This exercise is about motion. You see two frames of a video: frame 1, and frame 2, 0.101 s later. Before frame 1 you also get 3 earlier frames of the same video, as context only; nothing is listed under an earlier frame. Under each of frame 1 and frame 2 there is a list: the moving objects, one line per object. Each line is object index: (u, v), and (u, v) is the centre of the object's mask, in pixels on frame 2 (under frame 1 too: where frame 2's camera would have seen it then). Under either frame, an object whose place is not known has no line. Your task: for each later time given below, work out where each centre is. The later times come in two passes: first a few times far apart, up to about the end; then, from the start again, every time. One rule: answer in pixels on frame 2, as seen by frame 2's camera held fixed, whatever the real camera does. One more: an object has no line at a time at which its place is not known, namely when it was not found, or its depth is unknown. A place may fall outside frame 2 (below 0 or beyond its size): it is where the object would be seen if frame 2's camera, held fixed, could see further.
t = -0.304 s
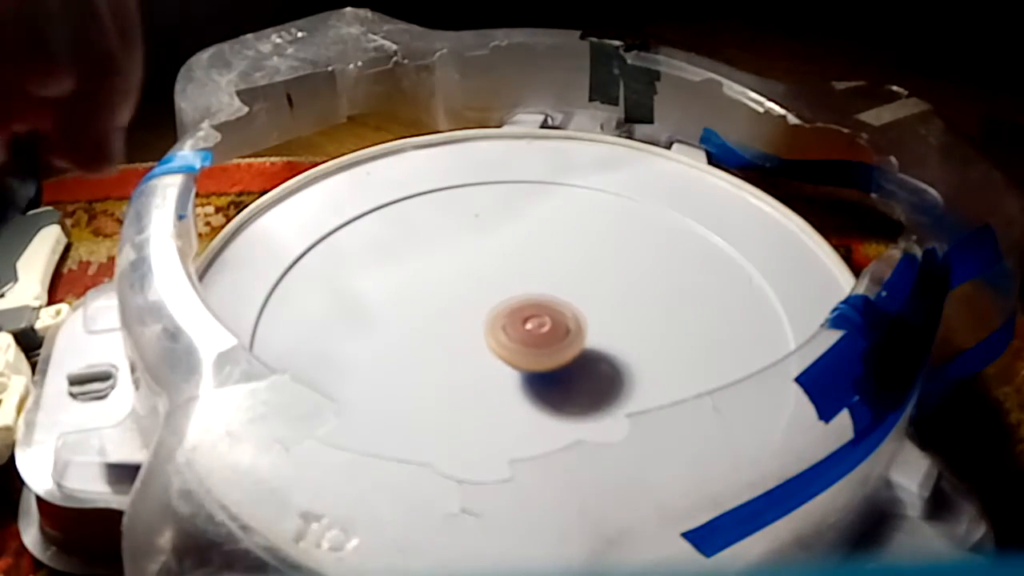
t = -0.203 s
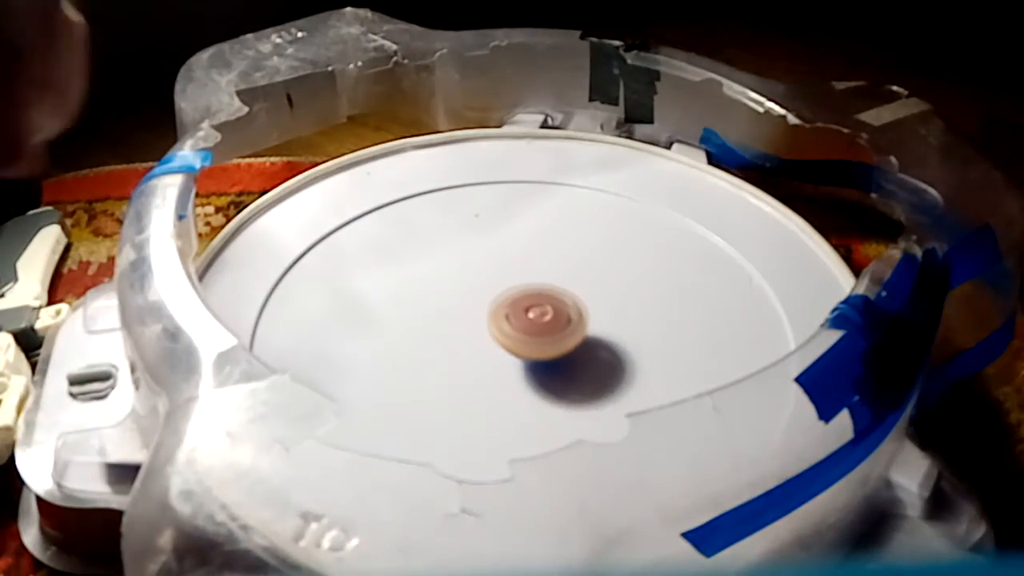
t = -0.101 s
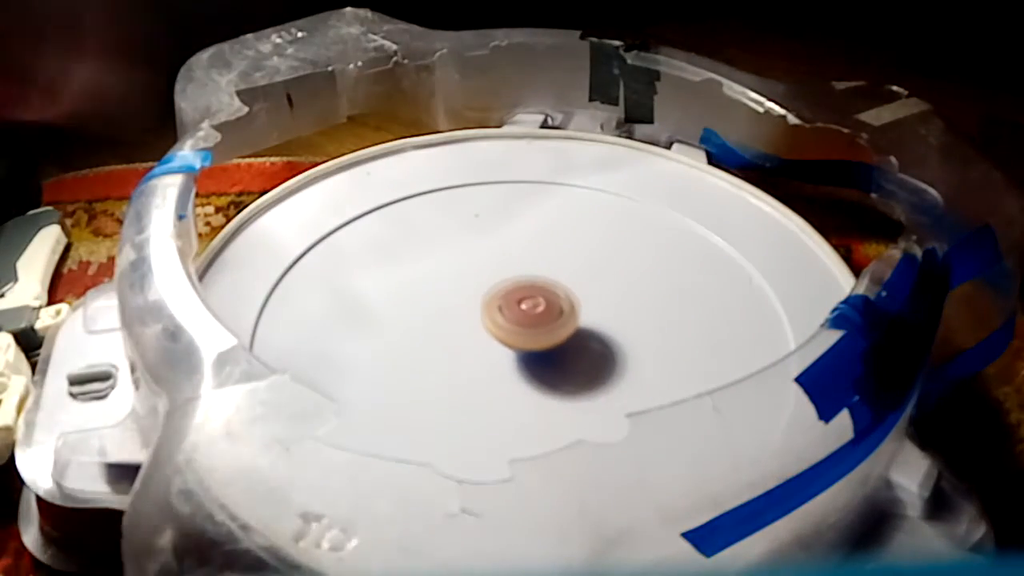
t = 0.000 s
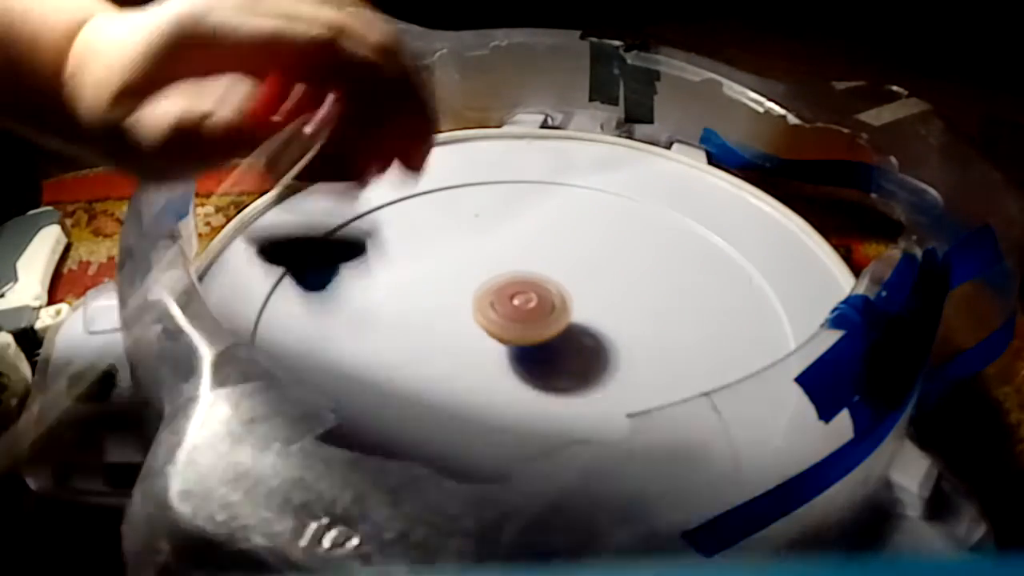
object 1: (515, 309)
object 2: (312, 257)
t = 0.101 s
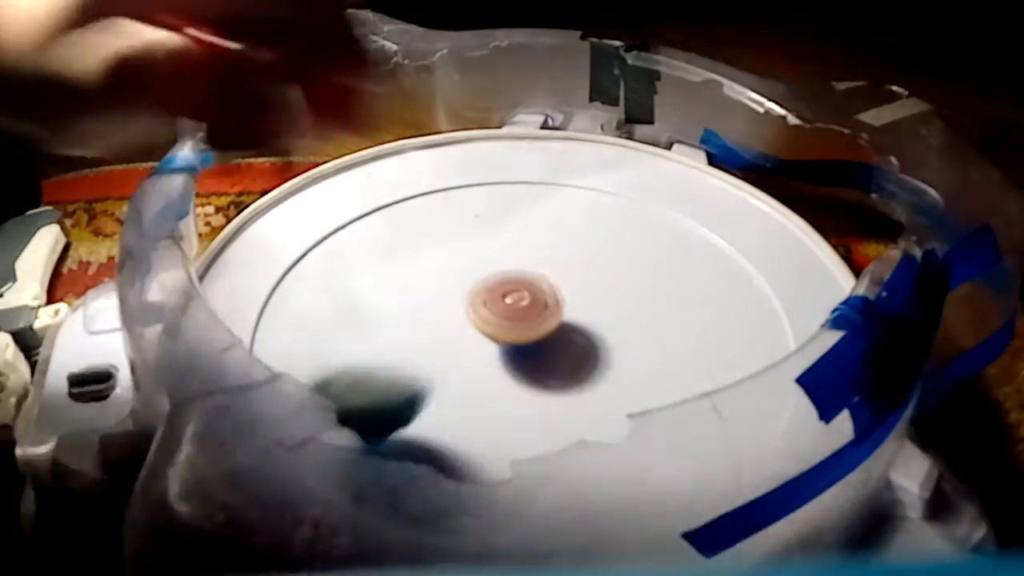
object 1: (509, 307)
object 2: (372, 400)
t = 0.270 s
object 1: (500, 300)
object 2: (465, 383)
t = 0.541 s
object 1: (502, 250)
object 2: (408, 343)
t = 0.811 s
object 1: (479, 275)
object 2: (358, 288)
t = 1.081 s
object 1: (526, 334)
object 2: (372, 310)
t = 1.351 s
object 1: (604, 346)
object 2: (397, 331)
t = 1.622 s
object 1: (597, 328)
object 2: (406, 292)
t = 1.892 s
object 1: (517, 320)
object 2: (417, 308)
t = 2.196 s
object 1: (548, 340)
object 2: (410, 310)
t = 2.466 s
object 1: (553, 346)
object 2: (478, 255)
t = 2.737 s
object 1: (530, 340)
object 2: (418, 287)
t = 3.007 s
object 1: (647, 379)
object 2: (460, 287)
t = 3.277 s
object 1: (675, 358)
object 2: (476, 280)
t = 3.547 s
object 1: (581, 353)
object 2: (531, 249)
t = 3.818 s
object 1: (477, 371)
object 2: (423, 296)
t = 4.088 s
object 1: (492, 439)
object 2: (445, 263)
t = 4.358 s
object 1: (513, 383)
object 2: (484, 272)
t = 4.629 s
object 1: (451, 369)
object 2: (580, 168)
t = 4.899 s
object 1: (458, 350)
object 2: (497, 220)
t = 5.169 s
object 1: (419, 409)
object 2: (634, 227)
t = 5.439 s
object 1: (448, 427)
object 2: (602, 205)
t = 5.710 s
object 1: (472, 392)
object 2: (597, 347)
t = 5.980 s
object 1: (438, 360)
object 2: (733, 341)
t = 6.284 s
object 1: (428, 283)
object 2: (617, 366)
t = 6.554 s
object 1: (415, 237)
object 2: (707, 404)
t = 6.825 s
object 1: (480, 286)
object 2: (555, 364)
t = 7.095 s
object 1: (508, 289)
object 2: (424, 436)
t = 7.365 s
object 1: (484, 330)
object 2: (462, 410)
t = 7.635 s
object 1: (496, 270)
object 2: (413, 361)
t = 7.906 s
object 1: (513, 285)
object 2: (412, 291)
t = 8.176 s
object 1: (506, 332)
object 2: (444, 253)
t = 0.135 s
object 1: (506, 307)
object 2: (389, 391)
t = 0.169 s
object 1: (502, 307)
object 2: (412, 397)
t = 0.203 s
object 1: (499, 308)
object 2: (436, 391)
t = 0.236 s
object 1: (494, 309)
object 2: (460, 383)
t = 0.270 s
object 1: (500, 300)
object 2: (465, 383)
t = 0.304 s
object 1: (509, 288)
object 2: (463, 385)
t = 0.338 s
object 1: (517, 279)
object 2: (461, 383)
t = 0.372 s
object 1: (519, 272)
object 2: (456, 381)
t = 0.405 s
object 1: (518, 265)
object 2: (449, 376)
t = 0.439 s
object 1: (516, 261)
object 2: (440, 370)
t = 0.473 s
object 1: (512, 256)
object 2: (430, 362)
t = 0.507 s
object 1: (507, 252)
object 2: (420, 354)
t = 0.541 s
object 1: (502, 250)
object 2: (408, 343)
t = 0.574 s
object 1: (497, 249)
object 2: (398, 334)
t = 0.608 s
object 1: (492, 250)
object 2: (388, 324)
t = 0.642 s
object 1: (488, 251)
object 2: (379, 315)
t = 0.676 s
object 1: (484, 254)
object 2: (372, 306)
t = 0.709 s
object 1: (481, 257)
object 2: (367, 299)
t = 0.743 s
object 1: (479, 263)
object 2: (363, 294)
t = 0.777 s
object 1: (479, 269)
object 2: (360, 290)
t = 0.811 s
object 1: (479, 275)
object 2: (358, 288)
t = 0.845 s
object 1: (480, 283)
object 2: (356, 287)
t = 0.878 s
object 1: (483, 290)
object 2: (356, 287)
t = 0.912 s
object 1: (487, 298)
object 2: (357, 288)
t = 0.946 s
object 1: (493, 306)
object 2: (359, 292)
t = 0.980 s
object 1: (497, 314)
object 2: (362, 296)
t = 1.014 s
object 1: (507, 322)
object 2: (365, 300)
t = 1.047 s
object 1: (516, 328)
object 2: (368, 306)
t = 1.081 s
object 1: (526, 334)
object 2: (372, 310)
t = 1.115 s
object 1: (535, 339)
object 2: (376, 316)
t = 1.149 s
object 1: (545, 343)
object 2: (380, 321)
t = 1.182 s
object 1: (555, 346)
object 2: (383, 324)
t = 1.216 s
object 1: (566, 349)
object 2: (386, 328)
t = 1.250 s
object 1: (578, 351)
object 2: (390, 331)
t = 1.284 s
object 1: (586, 348)
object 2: (393, 332)
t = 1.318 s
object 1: (597, 348)
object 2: (394, 332)
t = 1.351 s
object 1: (604, 346)
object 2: (397, 331)
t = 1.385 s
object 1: (609, 344)
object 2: (399, 329)
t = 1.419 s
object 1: (612, 343)
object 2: (401, 326)
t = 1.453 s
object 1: (613, 341)
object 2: (404, 321)
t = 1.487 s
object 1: (611, 337)
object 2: (406, 316)
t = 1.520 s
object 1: (610, 335)
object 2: (408, 310)
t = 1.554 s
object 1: (610, 335)
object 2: (408, 303)
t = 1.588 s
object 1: (606, 332)
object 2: (407, 296)
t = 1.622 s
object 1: (597, 328)
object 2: (406, 292)
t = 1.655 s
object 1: (590, 325)
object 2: (402, 287)
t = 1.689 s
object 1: (581, 322)
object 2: (399, 285)
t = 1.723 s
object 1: (572, 321)
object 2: (395, 286)
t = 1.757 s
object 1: (562, 321)
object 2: (391, 288)
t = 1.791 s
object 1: (550, 320)
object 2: (390, 294)
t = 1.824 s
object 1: (539, 319)
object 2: (394, 299)
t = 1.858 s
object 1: (528, 320)
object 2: (403, 304)
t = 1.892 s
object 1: (517, 320)
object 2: (417, 308)
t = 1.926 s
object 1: (527, 326)
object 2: (413, 302)
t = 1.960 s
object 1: (540, 331)
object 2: (405, 296)
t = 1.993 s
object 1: (546, 334)
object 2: (398, 290)
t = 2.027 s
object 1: (548, 337)
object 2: (393, 288)
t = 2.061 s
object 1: (549, 338)
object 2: (389, 289)
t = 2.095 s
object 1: (549, 339)
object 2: (389, 294)
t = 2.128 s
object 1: (548, 340)
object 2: (390, 299)
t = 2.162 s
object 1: (548, 340)
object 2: (398, 305)
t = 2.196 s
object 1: (548, 340)
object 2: (410, 310)
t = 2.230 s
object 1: (547, 340)
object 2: (424, 312)
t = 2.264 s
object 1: (547, 343)
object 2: (442, 312)
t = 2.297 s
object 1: (548, 344)
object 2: (458, 308)
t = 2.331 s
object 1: (548, 345)
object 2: (468, 299)
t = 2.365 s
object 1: (550, 346)
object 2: (474, 288)
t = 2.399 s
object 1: (551, 347)
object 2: (478, 277)
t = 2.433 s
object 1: (552, 346)
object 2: (480, 265)
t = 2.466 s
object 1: (553, 346)
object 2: (478, 255)
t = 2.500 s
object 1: (552, 346)
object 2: (474, 247)
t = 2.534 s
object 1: (551, 346)
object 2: (465, 240)
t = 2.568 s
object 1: (549, 346)
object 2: (454, 237)
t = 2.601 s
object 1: (547, 345)
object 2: (439, 238)
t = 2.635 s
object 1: (544, 344)
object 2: (425, 244)
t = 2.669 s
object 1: (540, 343)
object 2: (415, 255)
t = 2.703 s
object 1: (539, 344)
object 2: (412, 270)
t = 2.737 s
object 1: (530, 340)
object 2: (418, 287)
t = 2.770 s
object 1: (525, 338)
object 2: (432, 303)
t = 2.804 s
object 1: (542, 348)
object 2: (438, 306)
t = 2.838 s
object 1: (569, 362)
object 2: (437, 300)
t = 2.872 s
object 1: (600, 379)
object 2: (441, 297)
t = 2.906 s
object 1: (614, 386)
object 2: (446, 296)
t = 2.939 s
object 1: (626, 386)
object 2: (450, 294)
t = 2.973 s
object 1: (634, 383)
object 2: (456, 290)
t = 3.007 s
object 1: (647, 379)
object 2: (460, 287)
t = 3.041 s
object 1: (658, 376)
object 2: (463, 283)
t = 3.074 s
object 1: (665, 374)
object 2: (465, 280)
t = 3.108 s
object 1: (671, 372)
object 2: (467, 277)
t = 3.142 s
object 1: (676, 370)
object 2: (469, 276)
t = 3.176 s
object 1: (680, 367)
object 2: (470, 277)
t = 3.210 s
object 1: (680, 364)
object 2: (470, 279)
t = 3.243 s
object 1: (680, 362)
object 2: (471, 280)
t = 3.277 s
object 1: (675, 358)
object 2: (476, 280)
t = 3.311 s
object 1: (669, 354)
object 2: (487, 281)
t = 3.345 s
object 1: (660, 349)
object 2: (500, 285)
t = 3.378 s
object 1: (650, 345)
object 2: (511, 288)
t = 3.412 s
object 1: (634, 340)
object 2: (521, 288)
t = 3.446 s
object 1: (618, 336)
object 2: (532, 287)
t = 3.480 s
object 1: (602, 333)
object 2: (540, 283)
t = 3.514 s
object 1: (592, 341)
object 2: (539, 268)
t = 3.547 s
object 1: (581, 353)
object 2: (531, 249)
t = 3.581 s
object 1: (566, 359)
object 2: (518, 234)
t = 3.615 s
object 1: (550, 364)
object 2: (499, 224)
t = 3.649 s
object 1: (537, 366)
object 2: (479, 221)
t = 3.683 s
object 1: (525, 369)
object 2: (456, 224)
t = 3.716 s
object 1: (514, 371)
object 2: (436, 234)
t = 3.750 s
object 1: (502, 372)
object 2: (423, 254)
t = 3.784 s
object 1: (490, 372)
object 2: (418, 274)
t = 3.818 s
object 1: (477, 371)
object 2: (423, 296)
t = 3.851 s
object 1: (481, 382)
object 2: (432, 308)
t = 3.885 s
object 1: (481, 406)
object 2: (439, 300)
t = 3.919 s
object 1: (480, 428)
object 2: (446, 290)
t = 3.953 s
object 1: (479, 438)
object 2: (449, 281)
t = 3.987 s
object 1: (480, 441)
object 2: (451, 274)
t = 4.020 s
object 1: (483, 442)
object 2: (451, 269)
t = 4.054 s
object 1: (487, 441)
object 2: (448, 265)
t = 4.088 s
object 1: (492, 439)
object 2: (445, 263)
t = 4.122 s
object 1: (495, 435)
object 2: (443, 264)
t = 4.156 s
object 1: (500, 431)
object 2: (441, 266)
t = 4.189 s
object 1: (503, 425)
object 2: (441, 269)
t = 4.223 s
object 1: (506, 419)
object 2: (442, 271)
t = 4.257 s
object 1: (511, 414)
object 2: (447, 272)
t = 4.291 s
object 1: (513, 405)
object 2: (455, 272)
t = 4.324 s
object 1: (513, 395)
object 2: (467, 272)
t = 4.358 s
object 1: (513, 383)
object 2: (484, 272)
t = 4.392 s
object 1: (512, 371)
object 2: (502, 272)
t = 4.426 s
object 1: (508, 359)
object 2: (516, 274)
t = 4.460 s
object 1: (510, 349)
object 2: (528, 276)
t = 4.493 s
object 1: (504, 348)
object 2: (540, 269)
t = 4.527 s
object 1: (484, 359)
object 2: (559, 241)
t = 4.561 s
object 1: (467, 367)
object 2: (573, 214)
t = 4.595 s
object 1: (456, 369)
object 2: (581, 191)
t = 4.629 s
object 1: (451, 369)
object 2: (580, 168)
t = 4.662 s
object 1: (450, 368)
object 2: (570, 164)
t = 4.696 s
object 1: (449, 367)
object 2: (558, 171)
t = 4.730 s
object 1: (449, 366)
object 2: (545, 177)
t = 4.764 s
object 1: (450, 363)
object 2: (533, 182)
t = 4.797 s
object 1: (451, 360)
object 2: (521, 188)
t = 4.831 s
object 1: (453, 357)
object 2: (511, 196)
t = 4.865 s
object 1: (455, 354)
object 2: (503, 206)
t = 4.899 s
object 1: (458, 350)
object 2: (497, 220)
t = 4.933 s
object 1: (462, 347)
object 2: (495, 235)
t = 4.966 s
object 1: (464, 342)
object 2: (498, 252)
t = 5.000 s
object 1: (467, 338)
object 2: (507, 268)
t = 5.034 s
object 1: (456, 356)
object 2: (533, 265)
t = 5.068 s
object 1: (440, 379)
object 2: (566, 257)
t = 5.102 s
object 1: (423, 393)
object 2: (594, 247)
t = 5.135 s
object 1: (423, 402)
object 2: (617, 237)
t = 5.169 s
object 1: (419, 409)
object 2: (634, 227)
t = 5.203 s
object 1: (422, 415)
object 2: (648, 214)
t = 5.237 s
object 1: (423, 420)
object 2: (656, 204)
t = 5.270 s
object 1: (426, 424)
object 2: (657, 195)
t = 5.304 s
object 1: (431, 426)
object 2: (651, 190)
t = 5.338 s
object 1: (436, 428)
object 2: (639, 188)
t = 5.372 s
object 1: (441, 429)
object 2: (627, 190)
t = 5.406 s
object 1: (443, 429)
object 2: (614, 196)
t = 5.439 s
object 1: (448, 427)
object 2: (602, 205)
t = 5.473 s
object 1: (453, 424)
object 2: (590, 219)
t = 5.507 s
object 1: (459, 420)
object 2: (582, 235)
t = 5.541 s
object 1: (465, 415)
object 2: (573, 253)
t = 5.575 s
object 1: (473, 409)
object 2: (568, 274)
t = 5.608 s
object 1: (480, 402)
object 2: (564, 296)
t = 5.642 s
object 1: (489, 395)
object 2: (565, 317)
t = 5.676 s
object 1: (486, 391)
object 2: (574, 336)
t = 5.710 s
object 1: (472, 392)
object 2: (597, 347)
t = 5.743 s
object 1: (449, 387)
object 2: (621, 357)
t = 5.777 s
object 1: (441, 381)
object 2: (647, 365)
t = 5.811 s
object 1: (439, 376)
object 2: (669, 365)
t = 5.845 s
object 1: (438, 375)
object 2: (692, 363)
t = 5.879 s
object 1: (437, 372)
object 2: (710, 358)
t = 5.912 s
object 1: (436, 369)
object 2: (724, 353)
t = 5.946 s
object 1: (437, 365)
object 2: (732, 346)
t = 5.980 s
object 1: (438, 360)
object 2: (733, 341)
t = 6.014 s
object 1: (441, 355)
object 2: (728, 338)
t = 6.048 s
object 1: (445, 350)
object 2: (711, 331)
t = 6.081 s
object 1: (448, 345)
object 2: (693, 329)
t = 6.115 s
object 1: (453, 339)
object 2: (669, 327)
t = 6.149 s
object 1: (459, 334)
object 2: (642, 327)
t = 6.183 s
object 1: (465, 329)
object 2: (616, 329)
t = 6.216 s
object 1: (469, 322)
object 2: (589, 334)
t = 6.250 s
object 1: (450, 304)
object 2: (601, 351)
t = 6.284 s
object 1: (428, 283)
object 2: (617, 366)
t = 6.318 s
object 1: (414, 267)
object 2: (633, 377)
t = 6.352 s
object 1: (403, 255)
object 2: (645, 384)
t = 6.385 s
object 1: (401, 248)
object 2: (659, 393)
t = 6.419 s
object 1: (402, 244)
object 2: (681, 408)
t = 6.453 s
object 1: (402, 239)
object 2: (693, 408)
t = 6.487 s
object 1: (407, 239)
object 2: (703, 408)
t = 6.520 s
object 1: (410, 237)
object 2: (709, 407)
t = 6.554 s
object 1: (415, 237)
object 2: (707, 404)
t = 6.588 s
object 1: (423, 240)
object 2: (698, 401)
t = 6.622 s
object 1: (431, 243)
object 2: (688, 398)
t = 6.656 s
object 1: (440, 248)
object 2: (665, 379)
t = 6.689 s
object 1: (448, 254)
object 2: (649, 378)
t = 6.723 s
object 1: (456, 259)
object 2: (631, 377)
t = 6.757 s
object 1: (465, 268)
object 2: (608, 375)
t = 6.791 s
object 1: (473, 277)
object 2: (582, 370)
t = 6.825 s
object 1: (480, 286)
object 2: (555, 364)
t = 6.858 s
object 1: (488, 290)
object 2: (534, 358)
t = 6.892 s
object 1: (496, 282)
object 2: (506, 381)
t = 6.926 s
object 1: (499, 277)
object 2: (484, 396)
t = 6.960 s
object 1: (506, 273)
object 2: (466, 407)
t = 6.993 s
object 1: (511, 275)
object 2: (451, 419)
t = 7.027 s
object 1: (510, 280)
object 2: (438, 426)
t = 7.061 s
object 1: (509, 284)
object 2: (428, 431)
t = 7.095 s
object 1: (508, 289)
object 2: (424, 436)
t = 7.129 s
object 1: (506, 294)
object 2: (421, 439)
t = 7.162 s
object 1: (503, 300)
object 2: (422, 441)
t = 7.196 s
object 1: (501, 306)
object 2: (426, 442)
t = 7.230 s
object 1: (498, 312)
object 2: (432, 440)
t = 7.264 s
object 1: (493, 316)
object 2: (440, 437)
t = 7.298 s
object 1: (492, 322)
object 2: (448, 431)
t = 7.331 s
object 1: (488, 326)
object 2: (454, 421)
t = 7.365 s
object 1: (484, 330)
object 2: (462, 410)
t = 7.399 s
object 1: (491, 324)
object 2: (456, 406)
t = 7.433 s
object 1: (496, 310)
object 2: (443, 405)
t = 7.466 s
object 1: (495, 297)
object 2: (436, 401)
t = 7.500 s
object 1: (493, 288)
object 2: (429, 395)
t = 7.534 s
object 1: (491, 278)
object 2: (423, 385)
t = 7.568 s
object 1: (493, 277)
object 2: (418, 378)
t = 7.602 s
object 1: (493, 272)
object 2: (416, 370)
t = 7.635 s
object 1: (496, 270)
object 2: (413, 361)
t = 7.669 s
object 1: (498, 270)
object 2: (410, 350)
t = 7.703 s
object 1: (499, 270)
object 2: (409, 340)
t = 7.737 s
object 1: (502, 269)
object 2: (407, 331)
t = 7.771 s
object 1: (503, 271)
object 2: (407, 322)
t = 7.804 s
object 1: (507, 274)
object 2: (408, 313)
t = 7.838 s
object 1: (509, 276)
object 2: (408, 304)
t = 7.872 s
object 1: (511, 281)
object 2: (409, 297)
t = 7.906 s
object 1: (513, 285)
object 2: (412, 291)
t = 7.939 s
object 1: (512, 290)
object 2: (416, 285)
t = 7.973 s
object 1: (512, 296)
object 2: (419, 279)
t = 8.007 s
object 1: (510, 301)
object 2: (423, 275)
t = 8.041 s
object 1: (510, 306)
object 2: (431, 273)
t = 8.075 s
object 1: (510, 312)
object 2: (437, 269)
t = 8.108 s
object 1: (510, 321)
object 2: (438, 263)
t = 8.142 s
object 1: (507, 327)
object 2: (440, 258)
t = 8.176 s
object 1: (506, 332)
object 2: (444, 253)
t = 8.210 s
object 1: (501, 336)
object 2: (448, 252)
